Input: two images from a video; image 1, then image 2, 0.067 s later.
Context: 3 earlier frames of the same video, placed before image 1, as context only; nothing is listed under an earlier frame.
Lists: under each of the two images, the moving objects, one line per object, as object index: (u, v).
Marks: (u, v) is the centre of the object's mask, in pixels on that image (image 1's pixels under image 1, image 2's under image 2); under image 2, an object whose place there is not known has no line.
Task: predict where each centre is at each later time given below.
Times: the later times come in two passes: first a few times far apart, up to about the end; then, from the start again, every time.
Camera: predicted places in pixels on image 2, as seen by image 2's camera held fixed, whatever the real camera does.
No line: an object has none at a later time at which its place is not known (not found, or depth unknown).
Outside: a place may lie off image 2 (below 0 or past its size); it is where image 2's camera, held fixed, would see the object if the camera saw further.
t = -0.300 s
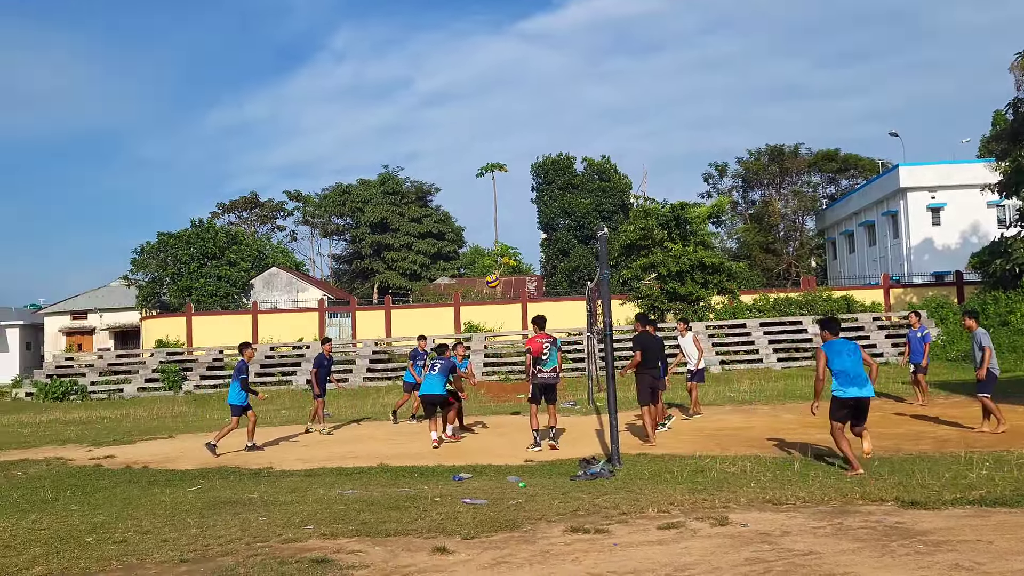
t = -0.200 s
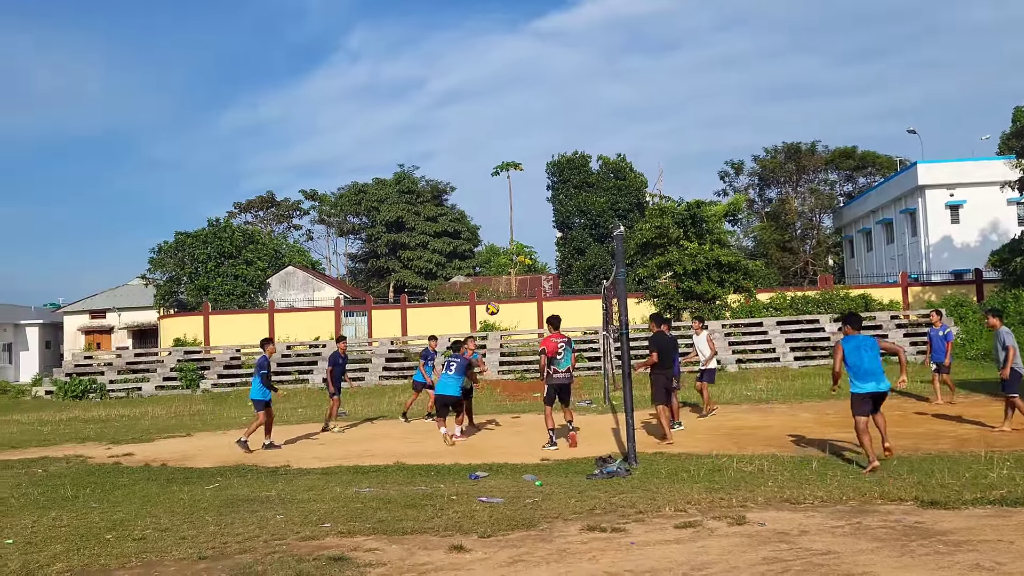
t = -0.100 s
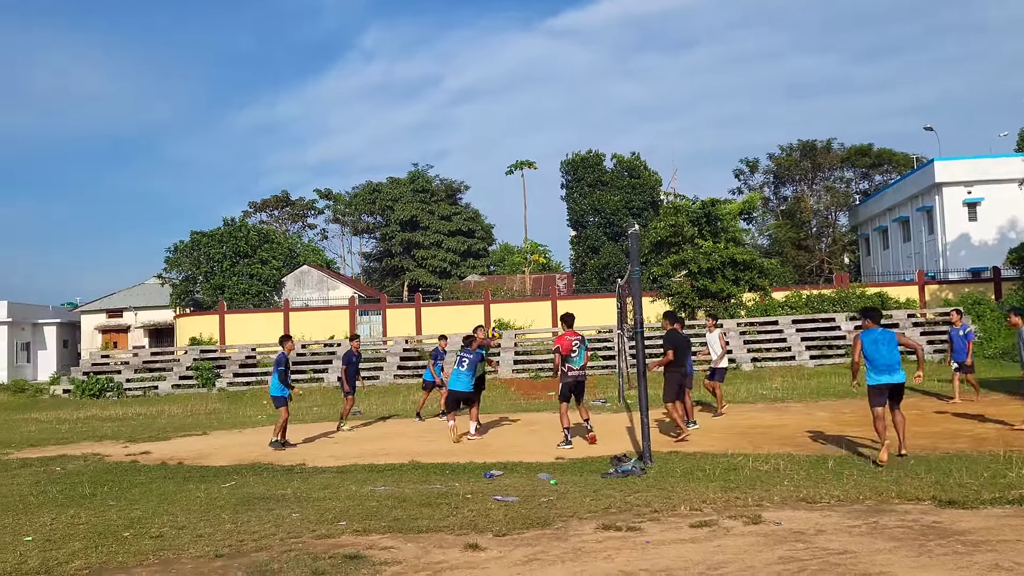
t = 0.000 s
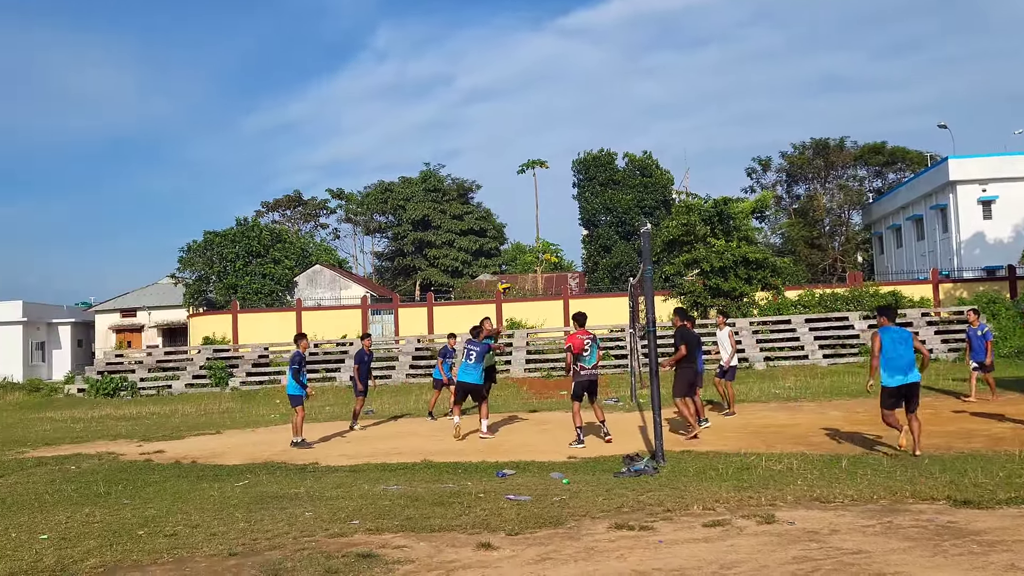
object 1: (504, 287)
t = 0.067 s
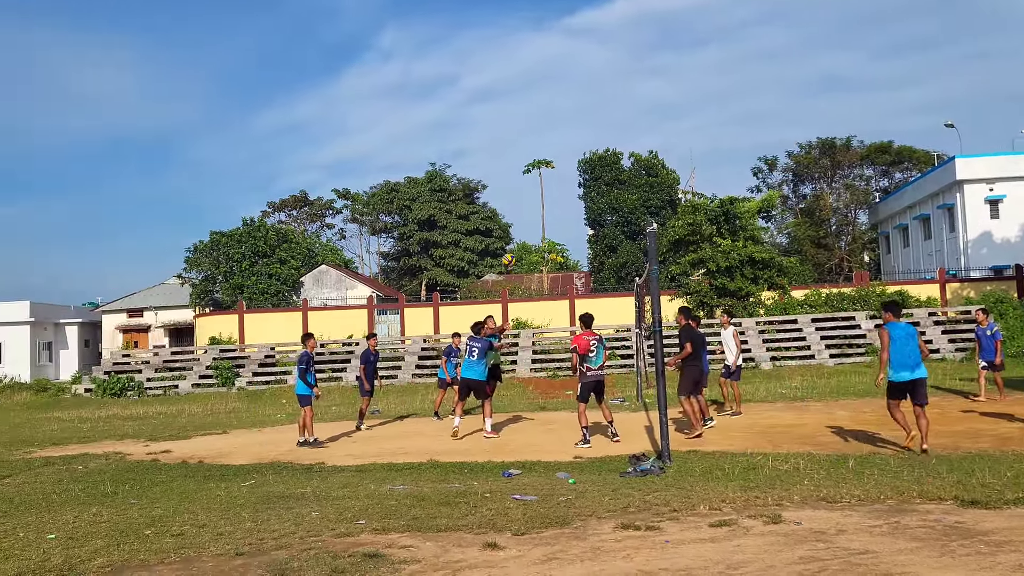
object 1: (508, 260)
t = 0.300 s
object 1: (509, 192)
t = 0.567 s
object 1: (508, 158)
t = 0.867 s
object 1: (508, 169)
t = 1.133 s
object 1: (511, 221)
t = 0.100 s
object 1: (508, 248)
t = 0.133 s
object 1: (509, 237)
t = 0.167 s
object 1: (509, 226)
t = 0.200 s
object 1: (510, 217)
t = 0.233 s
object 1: (509, 208)
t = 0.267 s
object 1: (509, 199)
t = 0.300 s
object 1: (509, 192)
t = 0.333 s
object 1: (509, 185)
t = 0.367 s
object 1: (509, 179)
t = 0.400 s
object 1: (509, 174)
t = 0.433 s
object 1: (509, 169)
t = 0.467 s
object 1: (508, 165)
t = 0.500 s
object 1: (508, 162)
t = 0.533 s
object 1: (508, 160)
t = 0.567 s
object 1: (508, 158)
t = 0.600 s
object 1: (508, 156)
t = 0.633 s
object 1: (507, 156)
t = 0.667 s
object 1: (507, 156)
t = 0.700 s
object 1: (507, 157)
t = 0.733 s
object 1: (507, 158)
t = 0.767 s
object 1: (507, 160)
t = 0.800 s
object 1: (507, 163)
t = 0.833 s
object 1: (507, 165)
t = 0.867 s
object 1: (508, 169)
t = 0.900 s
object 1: (508, 174)
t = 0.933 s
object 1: (508, 179)
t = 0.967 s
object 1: (508, 184)
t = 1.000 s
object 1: (509, 190)
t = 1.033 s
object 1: (509, 197)
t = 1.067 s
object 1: (510, 204)
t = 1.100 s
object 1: (510, 212)
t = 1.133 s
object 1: (511, 221)
